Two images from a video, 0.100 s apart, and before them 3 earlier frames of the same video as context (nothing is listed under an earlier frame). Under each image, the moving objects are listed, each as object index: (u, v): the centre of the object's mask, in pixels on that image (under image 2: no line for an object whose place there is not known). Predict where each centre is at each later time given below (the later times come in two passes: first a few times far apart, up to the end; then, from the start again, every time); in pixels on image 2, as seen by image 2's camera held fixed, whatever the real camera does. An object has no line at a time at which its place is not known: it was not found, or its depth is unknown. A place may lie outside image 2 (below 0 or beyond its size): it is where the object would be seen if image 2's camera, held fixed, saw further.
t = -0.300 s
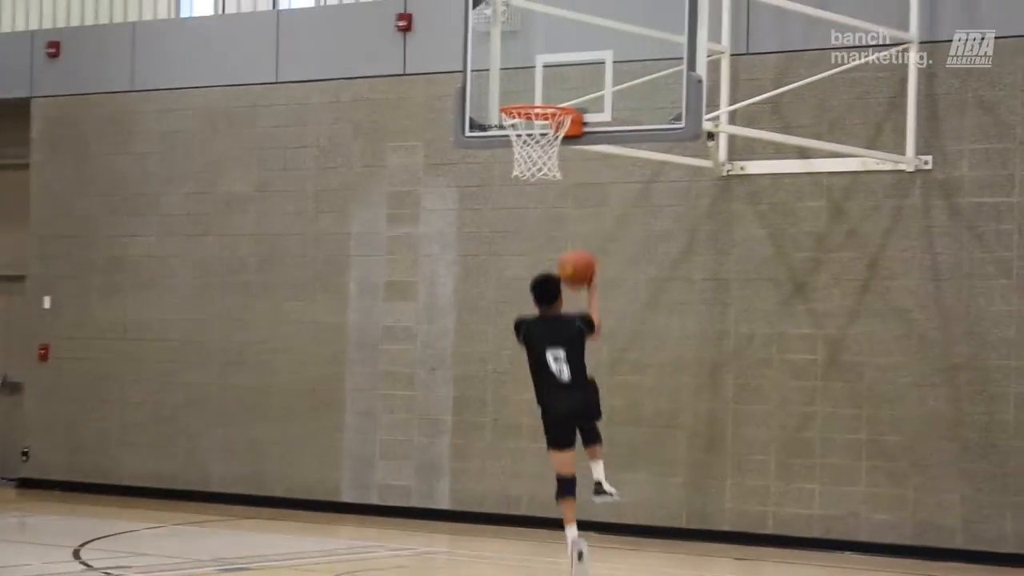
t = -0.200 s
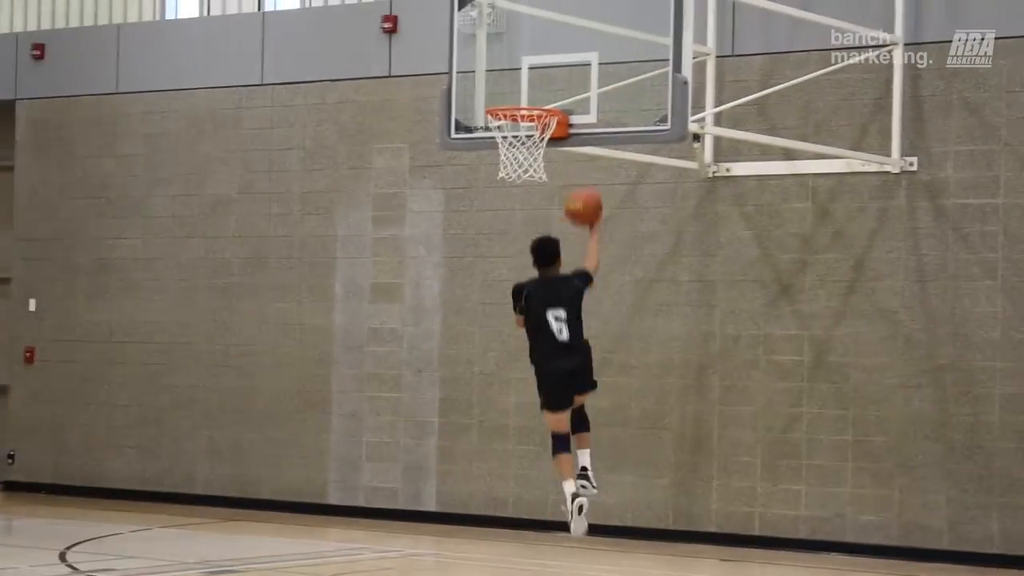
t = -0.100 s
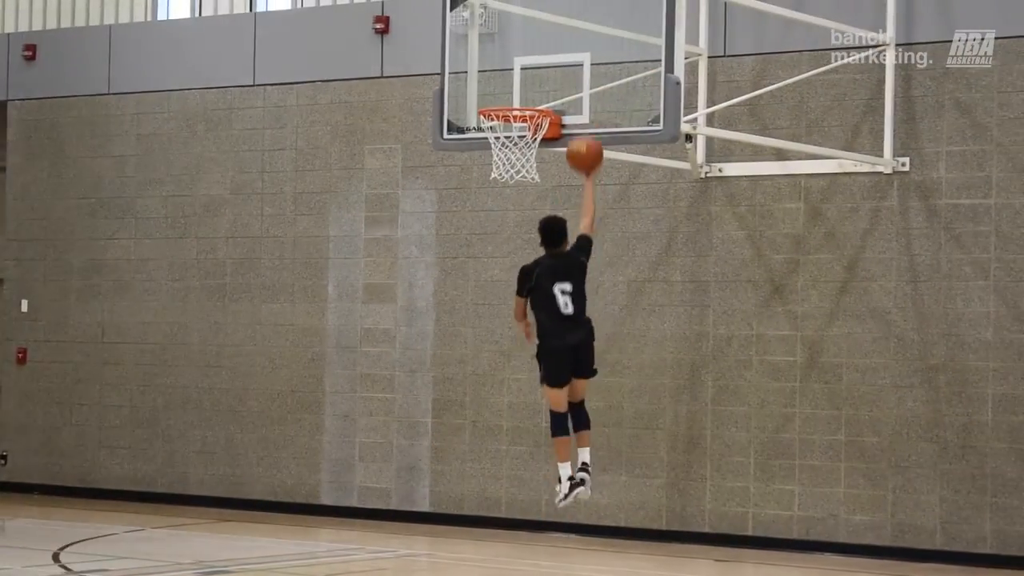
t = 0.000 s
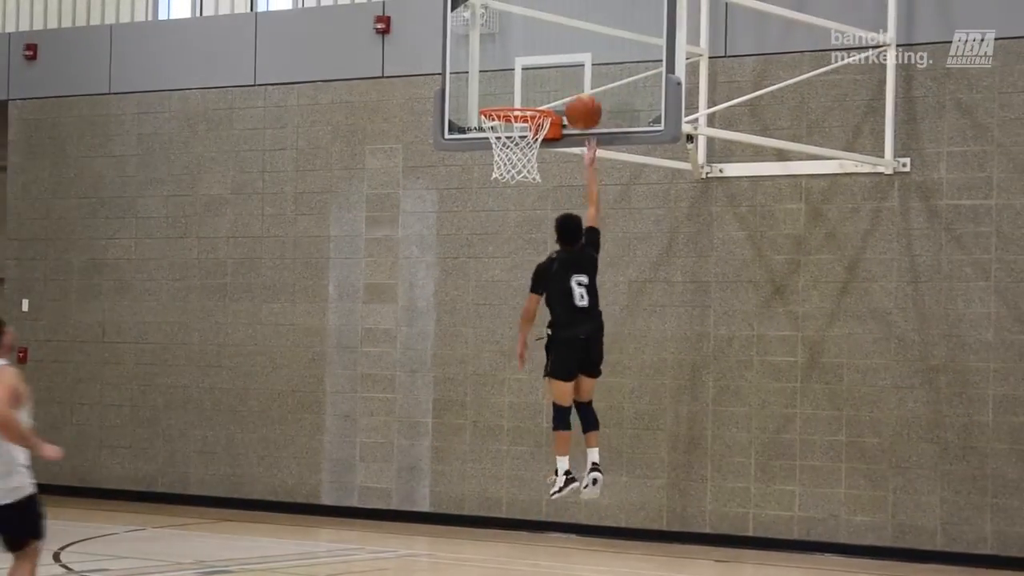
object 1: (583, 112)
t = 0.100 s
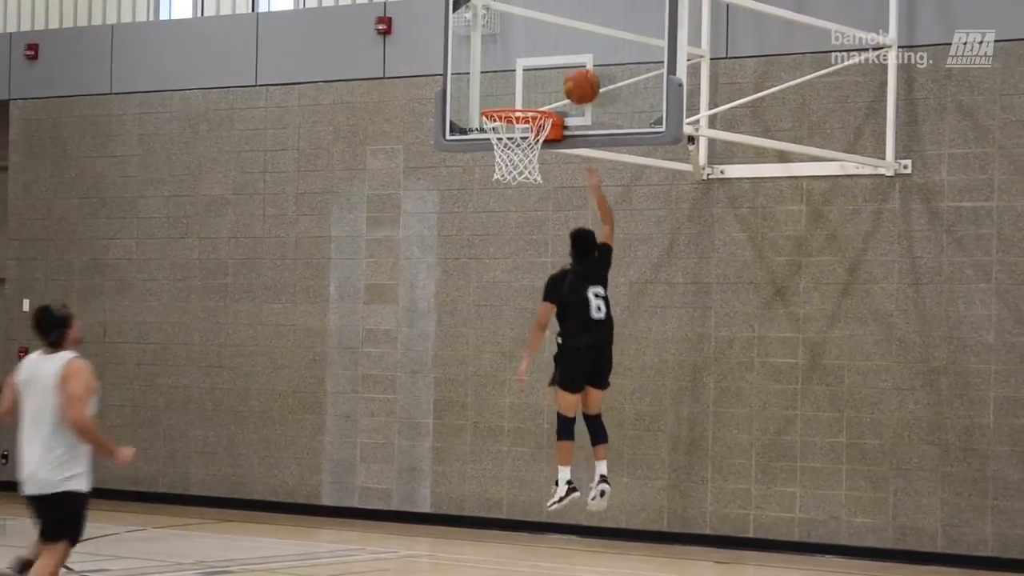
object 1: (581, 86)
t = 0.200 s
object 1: (566, 72)
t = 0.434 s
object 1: (523, 93)
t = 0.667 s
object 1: (494, 173)
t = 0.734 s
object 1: (494, 199)
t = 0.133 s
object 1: (577, 80)
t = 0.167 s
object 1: (572, 75)
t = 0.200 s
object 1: (566, 72)
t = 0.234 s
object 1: (560, 70)
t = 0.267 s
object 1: (554, 70)
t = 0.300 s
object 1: (548, 72)
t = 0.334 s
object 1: (541, 76)
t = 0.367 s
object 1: (536, 80)
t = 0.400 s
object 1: (529, 88)
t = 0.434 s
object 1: (523, 93)
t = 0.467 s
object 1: (517, 99)
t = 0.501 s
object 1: (512, 118)
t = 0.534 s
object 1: (503, 131)
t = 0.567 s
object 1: (500, 143)
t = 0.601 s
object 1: (498, 153)
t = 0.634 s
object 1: (496, 166)
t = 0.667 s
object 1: (494, 173)
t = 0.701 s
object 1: (493, 185)
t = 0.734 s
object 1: (494, 199)
